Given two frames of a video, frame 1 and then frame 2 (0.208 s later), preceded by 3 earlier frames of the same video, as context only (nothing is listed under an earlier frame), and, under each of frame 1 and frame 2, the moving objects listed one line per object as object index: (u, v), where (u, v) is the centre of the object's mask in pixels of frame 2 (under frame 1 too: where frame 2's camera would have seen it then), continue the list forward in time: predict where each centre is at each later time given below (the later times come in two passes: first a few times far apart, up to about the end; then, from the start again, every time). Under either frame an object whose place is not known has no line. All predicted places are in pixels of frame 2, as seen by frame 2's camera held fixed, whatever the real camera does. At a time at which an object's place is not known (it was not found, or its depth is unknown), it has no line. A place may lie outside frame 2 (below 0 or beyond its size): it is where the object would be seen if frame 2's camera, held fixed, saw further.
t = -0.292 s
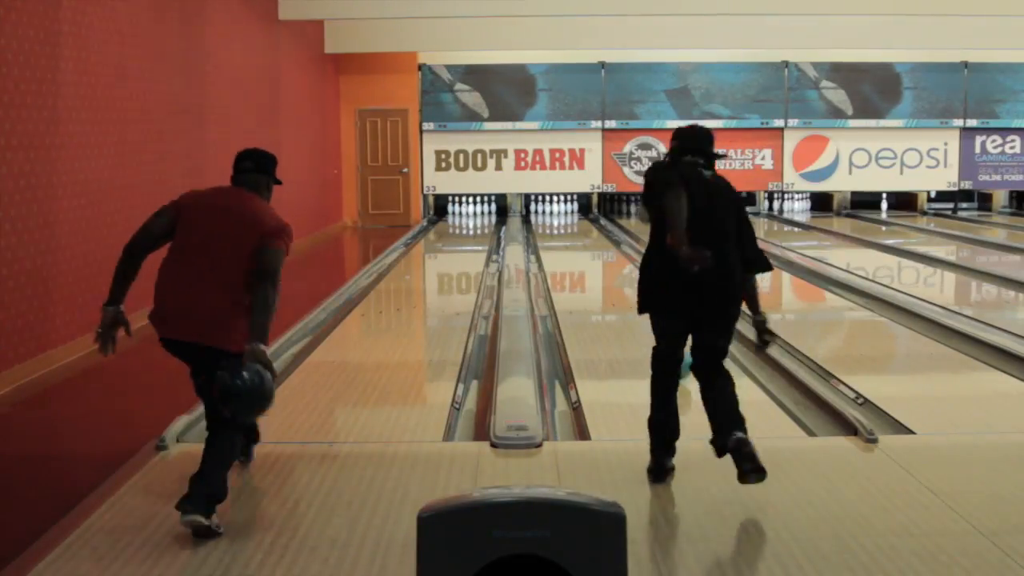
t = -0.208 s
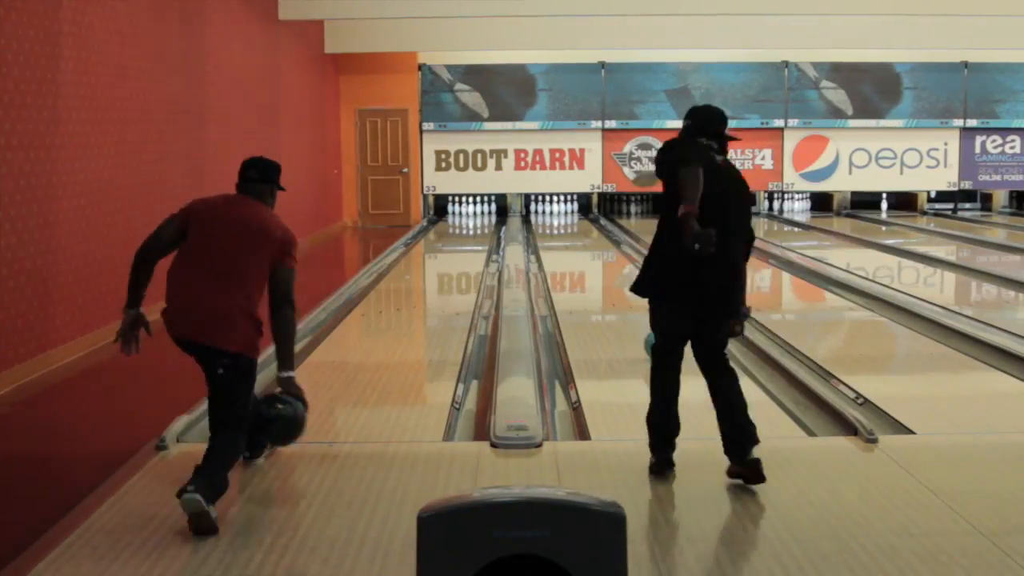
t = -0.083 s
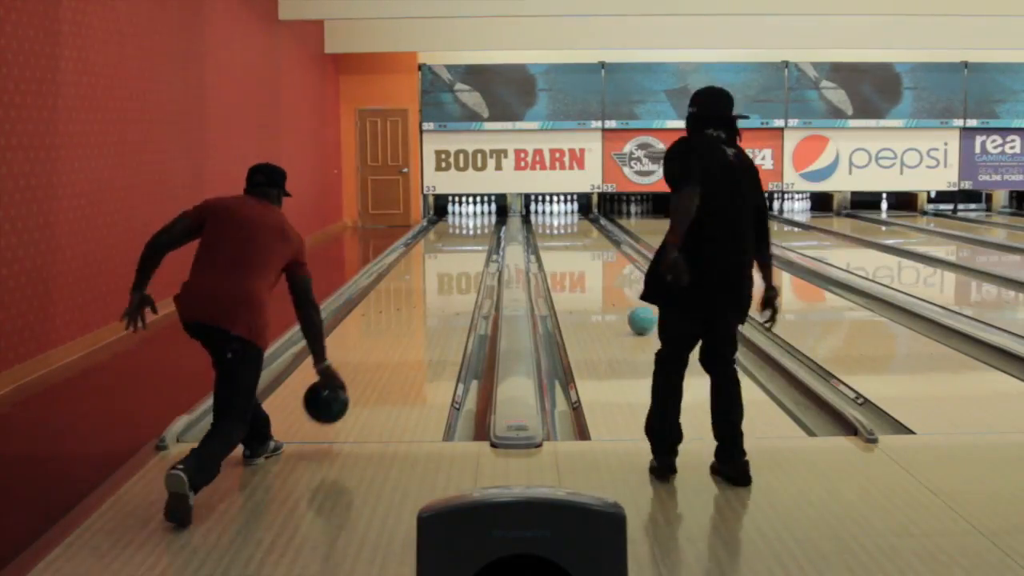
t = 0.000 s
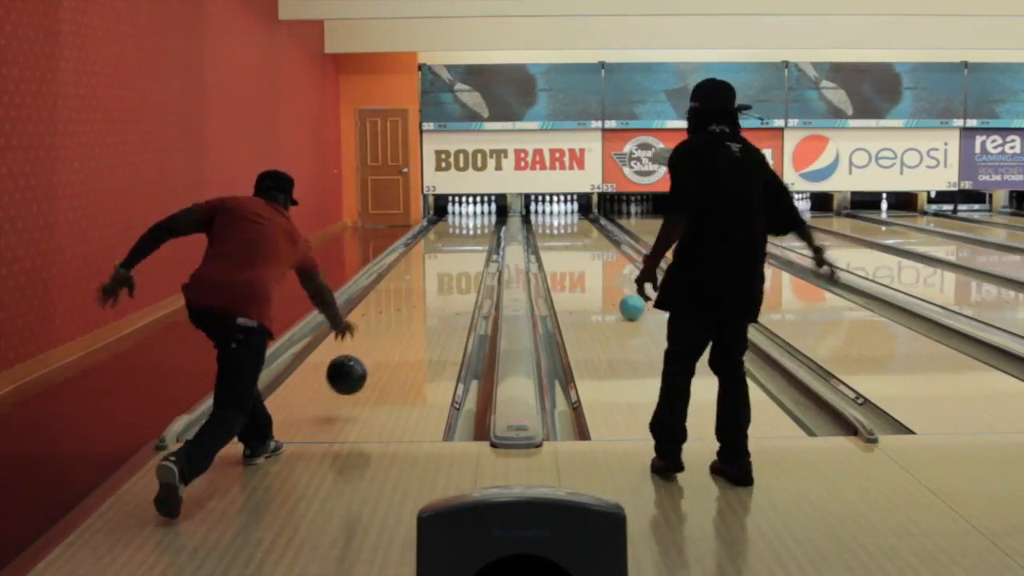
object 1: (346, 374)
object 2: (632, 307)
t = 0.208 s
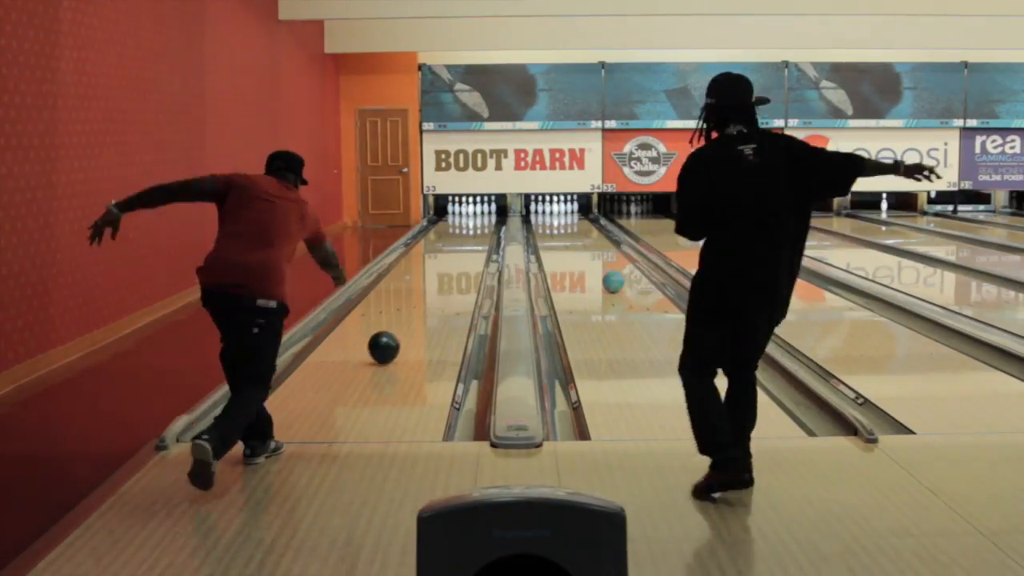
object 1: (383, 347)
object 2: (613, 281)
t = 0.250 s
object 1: (389, 340)
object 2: (610, 278)
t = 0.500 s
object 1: (414, 303)
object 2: (594, 257)
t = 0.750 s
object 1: (431, 278)
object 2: (583, 243)
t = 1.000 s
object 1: (443, 259)
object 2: (575, 232)
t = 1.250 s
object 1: (453, 246)
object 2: (568, 224)
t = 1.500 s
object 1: (459, 236)
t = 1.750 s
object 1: (464, 227)
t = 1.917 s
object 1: (468, 222)
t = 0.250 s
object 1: (389, 340)
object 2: (610, 278)
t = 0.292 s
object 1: (394, 333)
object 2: (607, 274)
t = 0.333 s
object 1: (398, 326)
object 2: (604, 270)
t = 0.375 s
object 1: (403, 320)
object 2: (602, 266)
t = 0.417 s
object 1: (407, 314)
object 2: (599, 264)
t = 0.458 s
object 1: (411, 308)
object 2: (597, 261)
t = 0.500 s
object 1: (414, 303)
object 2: (594, 257)
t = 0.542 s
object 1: (417, 298)
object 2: (592, 254)
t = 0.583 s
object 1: (421, 293)
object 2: (590, 251)
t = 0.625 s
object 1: (423, 290)
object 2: (588, 250)
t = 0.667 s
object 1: (426, 285)
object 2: (586, 247)
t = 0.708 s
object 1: (429, 281)
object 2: (584, 245)
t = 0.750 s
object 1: (431, 278)
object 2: (583, 243)
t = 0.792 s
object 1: (434, 274)
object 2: (582, 241)
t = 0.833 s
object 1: (436, 271)
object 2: (581, 239)
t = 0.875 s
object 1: (438, 268)
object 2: (579, 236)
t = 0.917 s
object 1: (440, 265)
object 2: (577, 235)
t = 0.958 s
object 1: (442, 262)
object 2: (576, 233)
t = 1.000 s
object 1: (443, 259)
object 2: (575, 232)
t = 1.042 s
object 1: (445, 257)
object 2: (574, 230)
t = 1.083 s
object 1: (447, 255)
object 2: (573, 229)
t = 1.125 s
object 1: (448, 252)
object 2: (571, 227)
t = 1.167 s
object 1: (450, 250)
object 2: (570, 226)
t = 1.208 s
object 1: (451, 248)
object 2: (570, 225)
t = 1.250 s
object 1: (453, 246)
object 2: (568, 224)
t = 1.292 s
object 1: (453, 244)
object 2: (567, 222)
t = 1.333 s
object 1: (455, 242)
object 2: (566, 221)
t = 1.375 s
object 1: (456, 241)
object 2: (565, 219)
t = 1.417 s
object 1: (457, 239)
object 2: (564, 218)
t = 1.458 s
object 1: (458, 237)
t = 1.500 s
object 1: (459, 236)
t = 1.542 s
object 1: (460, 234)
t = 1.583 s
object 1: (461, 232)
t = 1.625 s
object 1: (462, 231)
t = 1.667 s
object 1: (463, 230)
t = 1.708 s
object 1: (464, 228)
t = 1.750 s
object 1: (464, 227)
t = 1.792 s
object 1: (465, 226)
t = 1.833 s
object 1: (466, 225)
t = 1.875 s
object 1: (467, 223)
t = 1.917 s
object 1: (468, 222)
